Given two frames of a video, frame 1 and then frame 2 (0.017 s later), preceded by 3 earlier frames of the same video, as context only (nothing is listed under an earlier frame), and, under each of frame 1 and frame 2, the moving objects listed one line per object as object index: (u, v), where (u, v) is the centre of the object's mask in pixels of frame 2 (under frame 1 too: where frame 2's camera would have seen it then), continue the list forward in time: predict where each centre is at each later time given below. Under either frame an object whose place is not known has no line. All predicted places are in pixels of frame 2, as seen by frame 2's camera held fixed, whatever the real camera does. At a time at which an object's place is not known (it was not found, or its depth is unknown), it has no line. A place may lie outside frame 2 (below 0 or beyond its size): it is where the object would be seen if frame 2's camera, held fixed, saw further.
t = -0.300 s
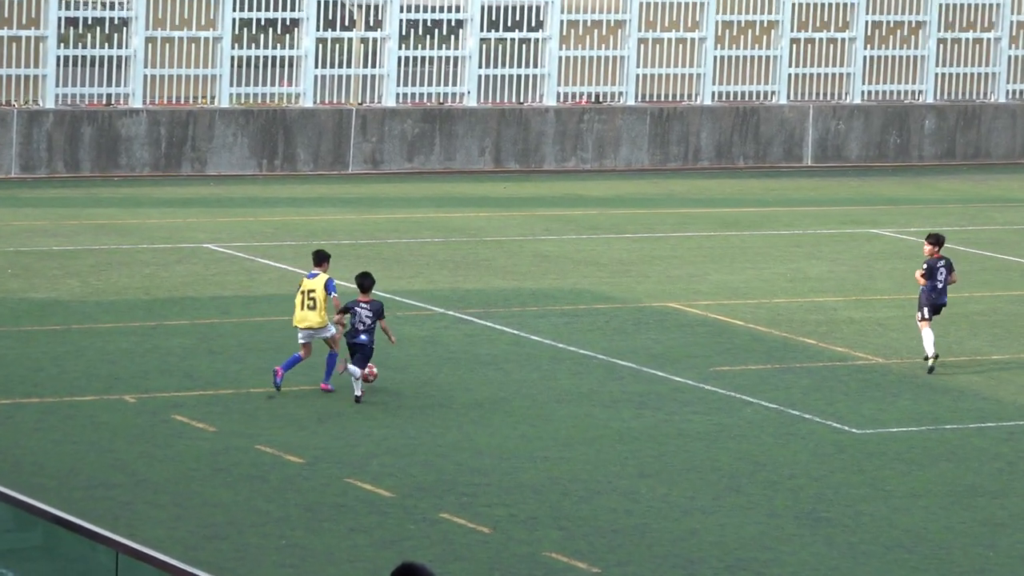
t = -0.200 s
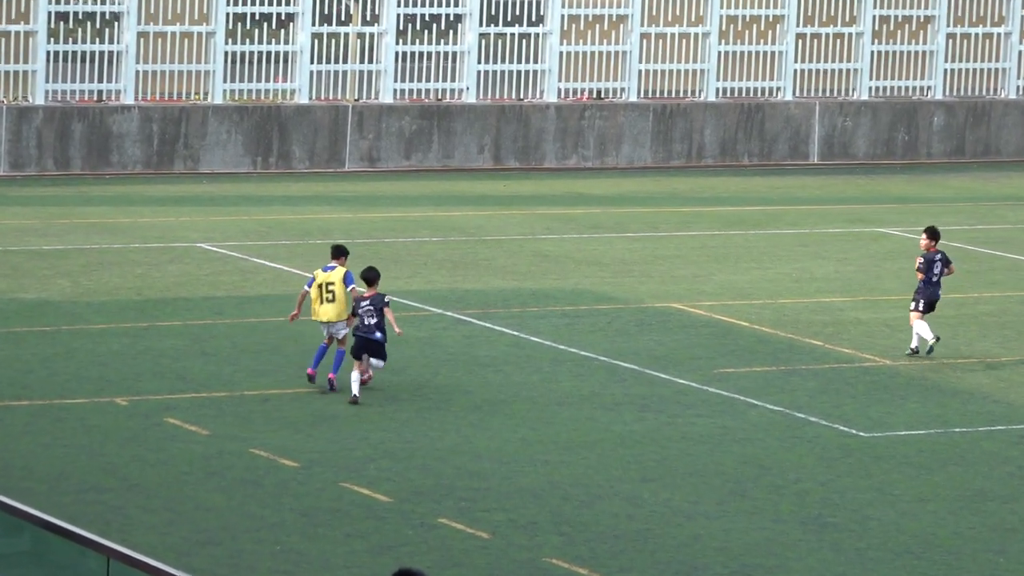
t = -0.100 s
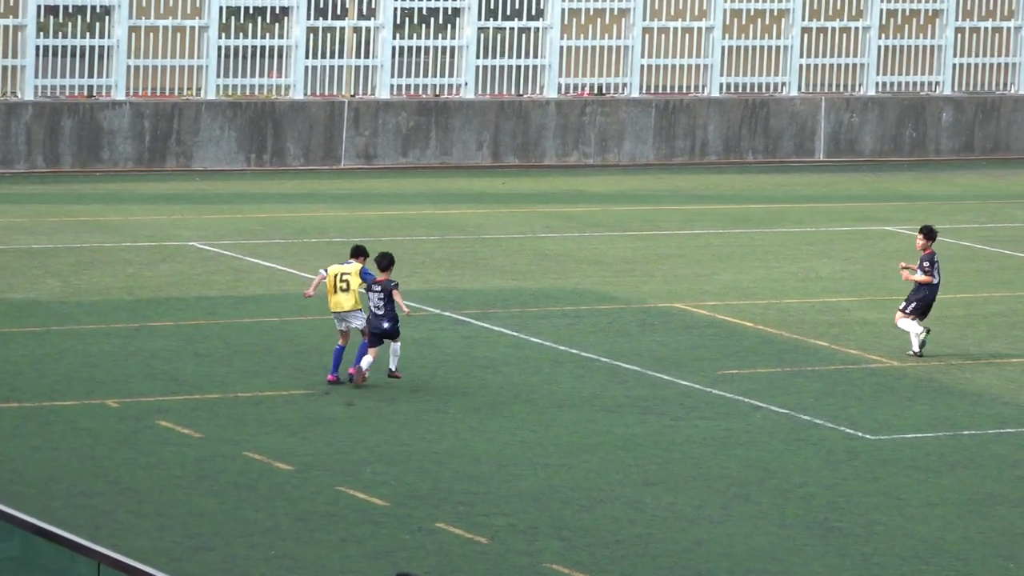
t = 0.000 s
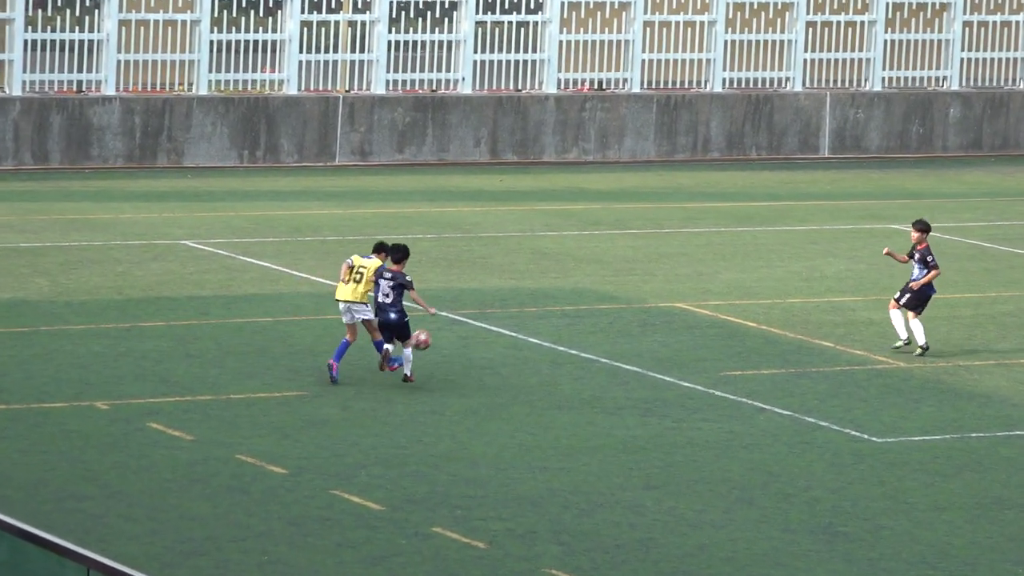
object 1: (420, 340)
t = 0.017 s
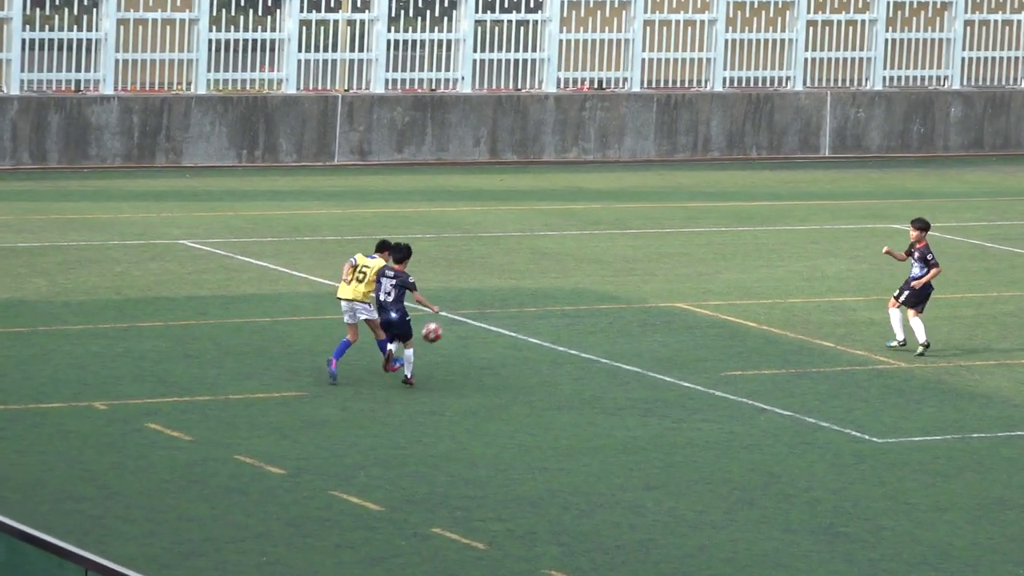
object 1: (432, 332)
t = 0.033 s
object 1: (443, 324)
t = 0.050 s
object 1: (455, 317)
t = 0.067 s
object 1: (466, 310)
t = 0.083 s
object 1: (477, 303)
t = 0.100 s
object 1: (488, 297)
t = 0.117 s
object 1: (500, 290)
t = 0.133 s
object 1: (511, 284)
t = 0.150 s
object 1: (522, 279)
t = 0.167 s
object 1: (532, 273)
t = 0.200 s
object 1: (553, 263)
